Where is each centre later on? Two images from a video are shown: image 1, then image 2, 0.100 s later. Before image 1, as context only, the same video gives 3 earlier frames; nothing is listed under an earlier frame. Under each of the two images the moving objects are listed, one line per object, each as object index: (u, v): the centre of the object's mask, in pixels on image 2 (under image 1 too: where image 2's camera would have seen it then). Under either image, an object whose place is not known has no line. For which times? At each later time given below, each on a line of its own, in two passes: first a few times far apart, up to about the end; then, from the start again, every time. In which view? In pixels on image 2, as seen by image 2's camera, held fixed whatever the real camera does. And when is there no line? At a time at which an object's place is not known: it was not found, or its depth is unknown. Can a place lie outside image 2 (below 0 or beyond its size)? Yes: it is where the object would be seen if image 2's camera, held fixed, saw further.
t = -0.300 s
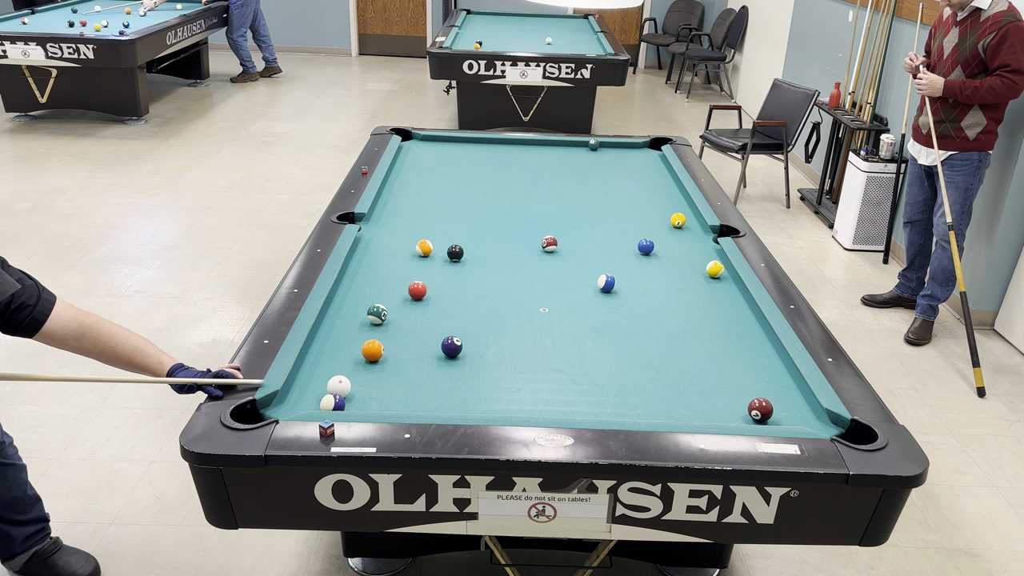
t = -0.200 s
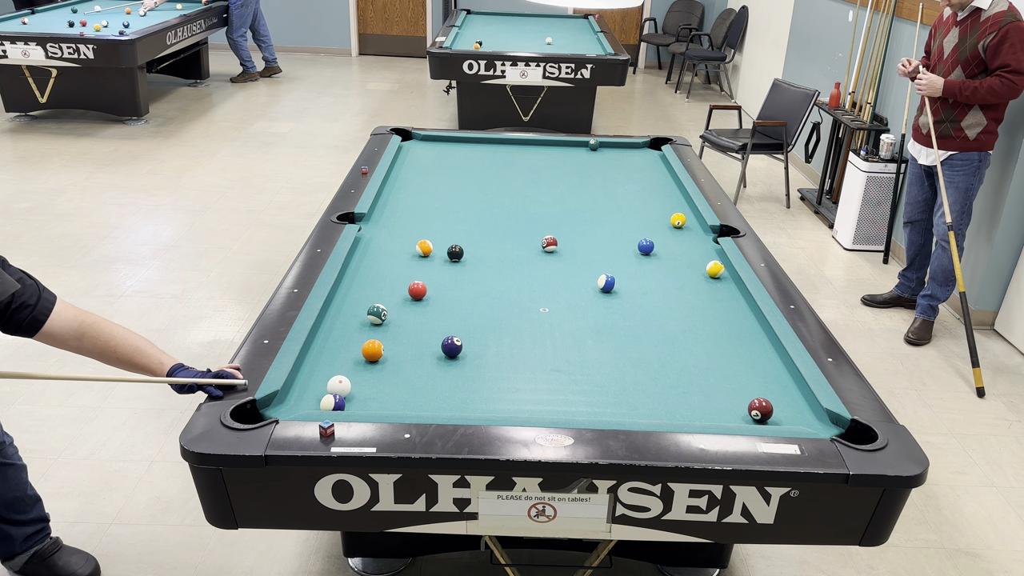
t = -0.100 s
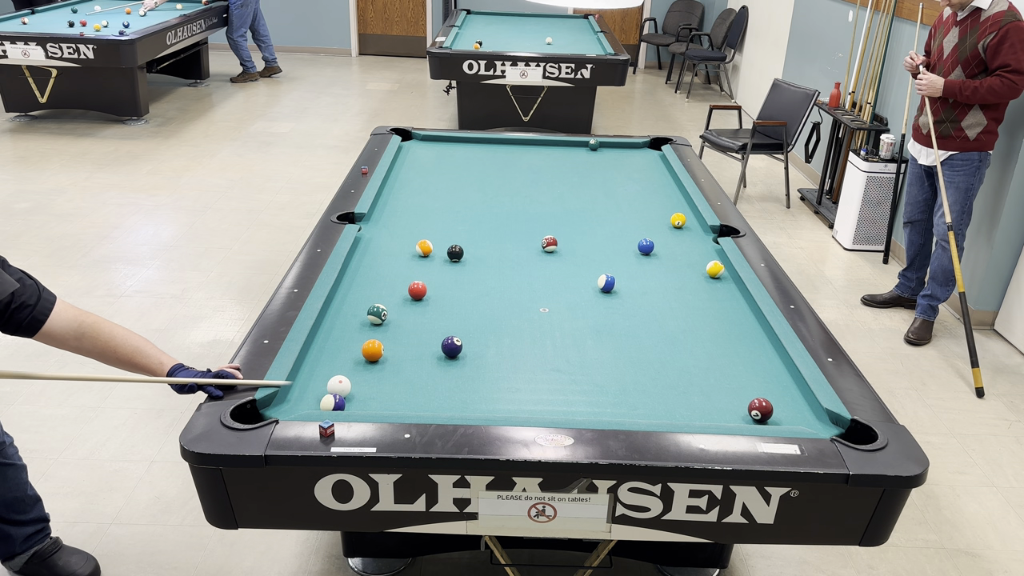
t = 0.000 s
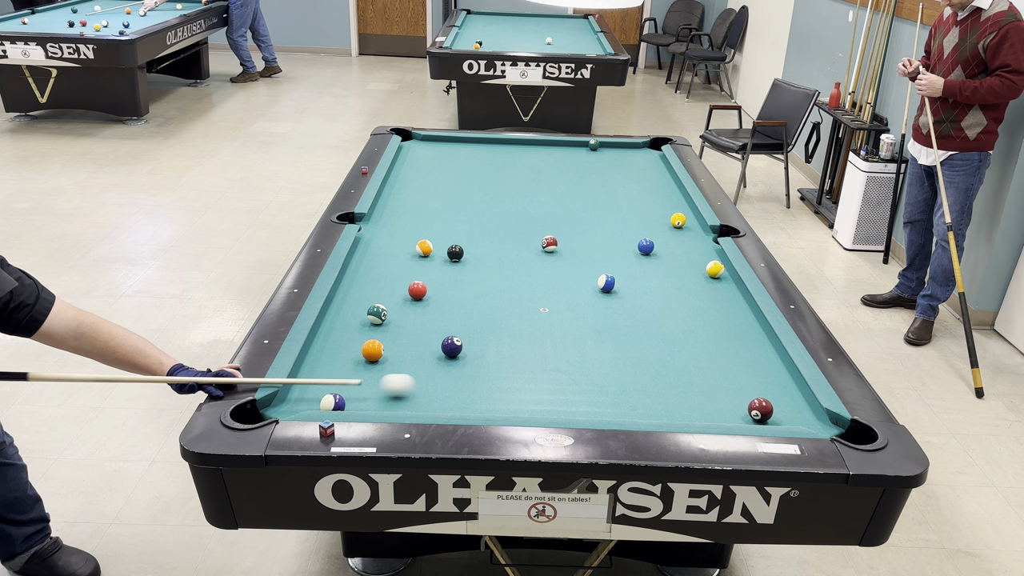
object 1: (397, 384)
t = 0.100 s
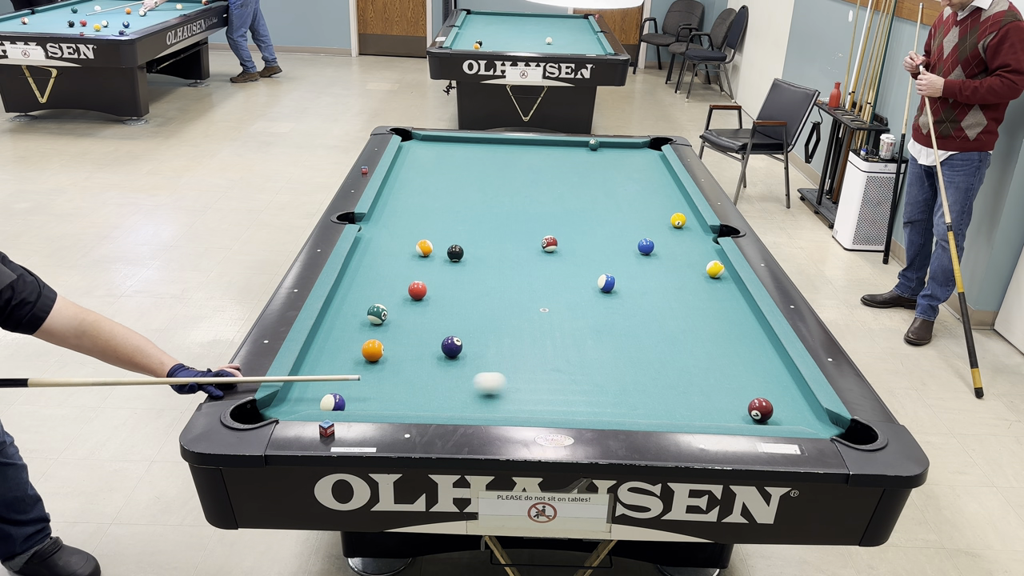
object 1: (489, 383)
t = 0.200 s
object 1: (579, 381)
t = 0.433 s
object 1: (781, 379)
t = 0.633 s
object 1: (700, 386)
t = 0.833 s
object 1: (618, 393)
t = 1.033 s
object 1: (534, 400)
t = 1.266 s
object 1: (435, 406)
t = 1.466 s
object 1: (362, 400)
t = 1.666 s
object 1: (345, 390)
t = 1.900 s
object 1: (327, 376)
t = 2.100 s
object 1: (314, 365)
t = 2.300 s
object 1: (312, 357)
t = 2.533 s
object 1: (325, 349)
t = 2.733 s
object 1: (336, 343)
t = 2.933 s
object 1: (345, 338)
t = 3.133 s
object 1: (354, 333)
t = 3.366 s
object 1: (364, 329)
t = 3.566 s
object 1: (370, 326)
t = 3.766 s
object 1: (376, 323)
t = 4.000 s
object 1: (381, 322)
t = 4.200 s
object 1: (385, 322)
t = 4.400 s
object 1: (387, 322)
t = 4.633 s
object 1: (388, 321)
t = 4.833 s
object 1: (388, 321)
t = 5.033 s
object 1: (388, 321)
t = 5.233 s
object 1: (388, 321)
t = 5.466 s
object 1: (388, 321)
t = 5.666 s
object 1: (388, 321)
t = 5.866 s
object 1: (388, 321)
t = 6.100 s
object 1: (388, 321)
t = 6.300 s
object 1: (388, 321)
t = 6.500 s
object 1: (388, 321)
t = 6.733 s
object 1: (388, 321)
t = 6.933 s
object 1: (388, 321)
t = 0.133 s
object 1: (520, 382)
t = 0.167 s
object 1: (549, 382)
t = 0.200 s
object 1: (579, 381)
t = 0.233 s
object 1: (608, 381)
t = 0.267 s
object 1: (637, 380)
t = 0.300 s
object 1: (666, 380)
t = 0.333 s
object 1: (695, 380)
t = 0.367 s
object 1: (724, 380)
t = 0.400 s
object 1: (753, 379)
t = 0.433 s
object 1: (781, 379)
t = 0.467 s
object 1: (787, 379)
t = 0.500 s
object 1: (767, 381)
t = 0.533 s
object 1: (749, 382)
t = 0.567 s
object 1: (731, 383)
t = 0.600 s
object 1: (715, 385)
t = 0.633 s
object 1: (700, 386)
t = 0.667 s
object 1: (686, 387)
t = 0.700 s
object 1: (672, 388)
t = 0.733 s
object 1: (659, 389)
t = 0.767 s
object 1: (645, 390)
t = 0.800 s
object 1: (631, 392)
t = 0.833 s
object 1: (618, 393)
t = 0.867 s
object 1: (604, 394)
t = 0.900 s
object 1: (590, 395)
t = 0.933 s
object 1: (576, 396)
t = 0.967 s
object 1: (562, 398)
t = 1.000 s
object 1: (549, 399)
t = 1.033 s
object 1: (534, 400)
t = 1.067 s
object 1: (520, 401)
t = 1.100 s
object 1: (506, 401)
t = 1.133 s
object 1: (492, 402)
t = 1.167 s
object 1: (478, 403)
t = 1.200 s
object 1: (464, 404)
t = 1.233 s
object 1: (450, 405)
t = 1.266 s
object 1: (435, 406)
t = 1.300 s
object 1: (422, 405)
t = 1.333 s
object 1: (410, 404)
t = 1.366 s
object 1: (398, 403)
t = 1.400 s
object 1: (385, 402)
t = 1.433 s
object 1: (373, 401)
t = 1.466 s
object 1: (362, 400)
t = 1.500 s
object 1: (357, 399)
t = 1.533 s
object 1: (355, 398)
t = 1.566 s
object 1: (353, 396)
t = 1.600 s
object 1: (350, 393)
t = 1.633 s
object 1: (347, 392)
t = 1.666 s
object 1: (345, 390)
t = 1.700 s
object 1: (342, 387)
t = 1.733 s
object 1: (339, 386)
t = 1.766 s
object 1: (337, 384)
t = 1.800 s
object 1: (334, 382)
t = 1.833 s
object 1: (332, 380)
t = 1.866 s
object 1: (329, 378)
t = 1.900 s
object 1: (327, 376)
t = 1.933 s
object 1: (325, 374)
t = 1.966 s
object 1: (322, 372)
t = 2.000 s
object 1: (320, 370)
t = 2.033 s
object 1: (318, 369)
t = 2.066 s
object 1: (316, 367)
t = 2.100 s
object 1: (314, 365)
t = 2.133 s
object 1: (311, 364)
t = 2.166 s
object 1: (310, 362)
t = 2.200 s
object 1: (307, 360)
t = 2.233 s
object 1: (308, 359)
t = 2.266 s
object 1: (310, 358)
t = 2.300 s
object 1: (312, 357)
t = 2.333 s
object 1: (314, 356)
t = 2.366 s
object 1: (316, 354)
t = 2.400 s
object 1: (318, 353)
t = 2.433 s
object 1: (320, 352)
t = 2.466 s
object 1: (322, 351)
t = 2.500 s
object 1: (324, 350)
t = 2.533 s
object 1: (325, 349)
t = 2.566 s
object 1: (327, 348)
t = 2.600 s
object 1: (329, 347)
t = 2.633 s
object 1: (331, 346)
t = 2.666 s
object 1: (333, 345)
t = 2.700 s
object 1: (334, 344)
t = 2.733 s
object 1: (336, 343)
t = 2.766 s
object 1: (338, 342)
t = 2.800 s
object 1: (339, 342)
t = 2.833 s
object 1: (341, 340)
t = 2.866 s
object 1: (342, 340)
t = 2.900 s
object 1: (344, 339)
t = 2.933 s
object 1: (345, 338)
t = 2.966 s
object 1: (347, 337)
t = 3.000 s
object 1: (349, 336)
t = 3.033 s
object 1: (350, 336)
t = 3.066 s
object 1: (351, 335)
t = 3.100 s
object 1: (353, 334)
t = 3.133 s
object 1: (354, 333)
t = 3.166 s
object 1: (356, 333)
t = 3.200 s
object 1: (357, 332)
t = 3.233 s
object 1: (358, 332)
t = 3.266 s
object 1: (360, 331)
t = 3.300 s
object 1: (361, 330)
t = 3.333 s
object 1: (362, 330)
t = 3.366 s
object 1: (364, 329)
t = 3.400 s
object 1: (365, 328)
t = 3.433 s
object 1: (366, 328)
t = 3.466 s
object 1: (367, 327)
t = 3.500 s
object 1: (368, 327)
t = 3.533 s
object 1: (369, 326)
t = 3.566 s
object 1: (370, 326)
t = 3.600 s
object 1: (372, 325)
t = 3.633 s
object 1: (373, 324)
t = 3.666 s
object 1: (374, 324)
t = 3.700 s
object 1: (375, 324)
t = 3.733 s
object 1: (376, 323)
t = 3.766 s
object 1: (376, 323)
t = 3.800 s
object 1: (377, 323)
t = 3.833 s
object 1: (378, 323)
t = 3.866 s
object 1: (379, 323)
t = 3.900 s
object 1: (380, 323)
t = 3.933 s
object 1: (380, 323)
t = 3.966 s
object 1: (381, 322)
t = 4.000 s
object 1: (381, 322)
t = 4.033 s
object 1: (382, 322)
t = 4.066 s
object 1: (383, 322)
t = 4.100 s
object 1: (383, 322)
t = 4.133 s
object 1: (384, 322)
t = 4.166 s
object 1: (384, 322)
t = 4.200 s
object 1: (385, 322)
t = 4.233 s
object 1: (385, 322)
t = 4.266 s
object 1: (385, 322)
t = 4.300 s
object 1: (386, 322)
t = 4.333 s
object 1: (386, 322)
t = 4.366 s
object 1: (386, 322)
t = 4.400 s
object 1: (387, 322)
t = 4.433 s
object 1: (387, 322)
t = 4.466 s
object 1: (387, 322)
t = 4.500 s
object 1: (387, 321)
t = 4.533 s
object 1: (388, 321)
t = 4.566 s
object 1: (388, 321)
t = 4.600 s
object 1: (388, 321)
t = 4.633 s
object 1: (388, 321)
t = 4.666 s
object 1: (388, 321)
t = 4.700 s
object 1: (388, 321)
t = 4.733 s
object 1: (388, 321)
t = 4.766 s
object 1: (388, 321)
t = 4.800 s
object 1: (388, 321)
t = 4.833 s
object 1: (388, 321)
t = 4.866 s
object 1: (388, 321)
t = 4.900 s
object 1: (388, 321)
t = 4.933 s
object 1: (388, 321)
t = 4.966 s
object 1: (388, 321)
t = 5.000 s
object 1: (388, 321)
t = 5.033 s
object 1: (388, 321)
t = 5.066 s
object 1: (388, 321)
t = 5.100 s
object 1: (388, 321)
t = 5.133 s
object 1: (388, 321)
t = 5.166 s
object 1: (388, 321)
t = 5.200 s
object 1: (388, 321)
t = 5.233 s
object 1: (388, 321)
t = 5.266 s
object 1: (388, 321)
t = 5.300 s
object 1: (388, 321)
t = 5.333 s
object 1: (388, 321)
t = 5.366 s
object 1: (388, 321)
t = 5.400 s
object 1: (388, 321)
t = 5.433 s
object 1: (388, 321)
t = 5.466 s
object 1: (388, 321)
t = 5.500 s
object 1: (388, 321)
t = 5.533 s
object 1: (388, 321)
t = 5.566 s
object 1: (388, 321)
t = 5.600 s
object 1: (388, 321)
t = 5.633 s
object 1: (388, 321)
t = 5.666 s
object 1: (388, 321)
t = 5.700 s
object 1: (388, 321)
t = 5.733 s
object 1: (388, 321)
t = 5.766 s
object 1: (388, 321)
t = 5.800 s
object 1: (388, 321)
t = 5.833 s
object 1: (388, 321)
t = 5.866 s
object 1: (388, 321)
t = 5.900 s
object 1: (388, 321)
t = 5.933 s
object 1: (388, 321)
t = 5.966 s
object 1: (388, 321)
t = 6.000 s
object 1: (388, 321)
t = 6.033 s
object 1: (388, 321)
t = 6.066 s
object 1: (388, 321)
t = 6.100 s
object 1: (388, 321)
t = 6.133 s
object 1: (388, 321)
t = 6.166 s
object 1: (388, 321)
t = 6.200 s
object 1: (388, 321)
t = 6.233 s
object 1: (388, 321)
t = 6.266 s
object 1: (388, 321)
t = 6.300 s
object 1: (388, 321)
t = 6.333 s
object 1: (388, 321)
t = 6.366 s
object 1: (388, 321)
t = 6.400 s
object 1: (388, 321)
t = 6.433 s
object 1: (388, 321)
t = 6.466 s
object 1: (388, 321)
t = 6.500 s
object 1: (388, 321)
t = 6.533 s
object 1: (388, 322)
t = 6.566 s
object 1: (388, 321)
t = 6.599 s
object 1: (388, 321)
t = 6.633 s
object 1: (388, 321)
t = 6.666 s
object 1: (388, 321)
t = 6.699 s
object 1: (388, 321)
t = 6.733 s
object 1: (388, 321)
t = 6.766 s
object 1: (388, 321)
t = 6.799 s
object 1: (388, 321)
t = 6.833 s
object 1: (388, 321)
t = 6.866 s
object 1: (388, 321)
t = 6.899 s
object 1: (388, 321)
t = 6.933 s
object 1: (388, 321)
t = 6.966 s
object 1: (388, 321)
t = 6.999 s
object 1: (388, 321)
